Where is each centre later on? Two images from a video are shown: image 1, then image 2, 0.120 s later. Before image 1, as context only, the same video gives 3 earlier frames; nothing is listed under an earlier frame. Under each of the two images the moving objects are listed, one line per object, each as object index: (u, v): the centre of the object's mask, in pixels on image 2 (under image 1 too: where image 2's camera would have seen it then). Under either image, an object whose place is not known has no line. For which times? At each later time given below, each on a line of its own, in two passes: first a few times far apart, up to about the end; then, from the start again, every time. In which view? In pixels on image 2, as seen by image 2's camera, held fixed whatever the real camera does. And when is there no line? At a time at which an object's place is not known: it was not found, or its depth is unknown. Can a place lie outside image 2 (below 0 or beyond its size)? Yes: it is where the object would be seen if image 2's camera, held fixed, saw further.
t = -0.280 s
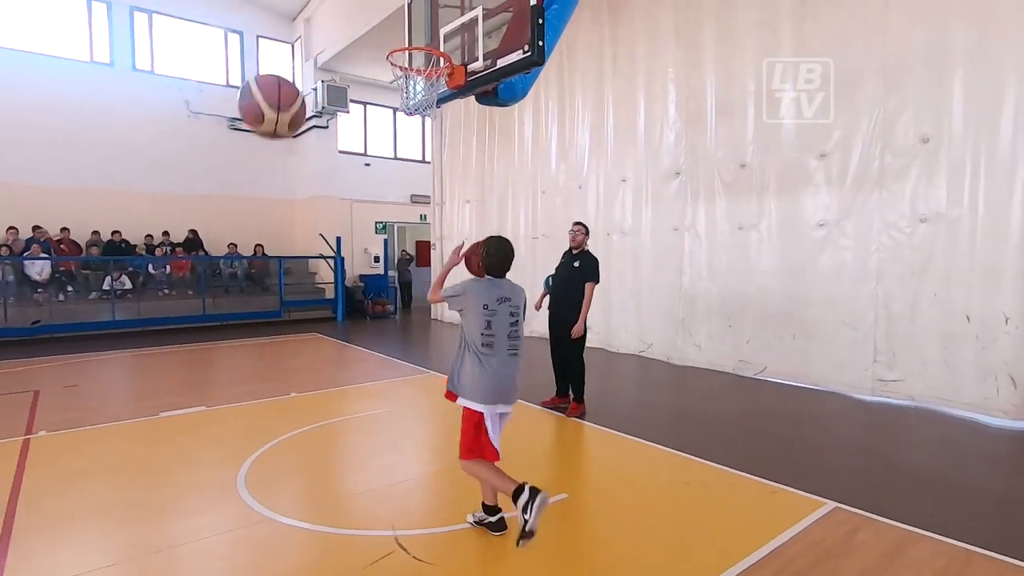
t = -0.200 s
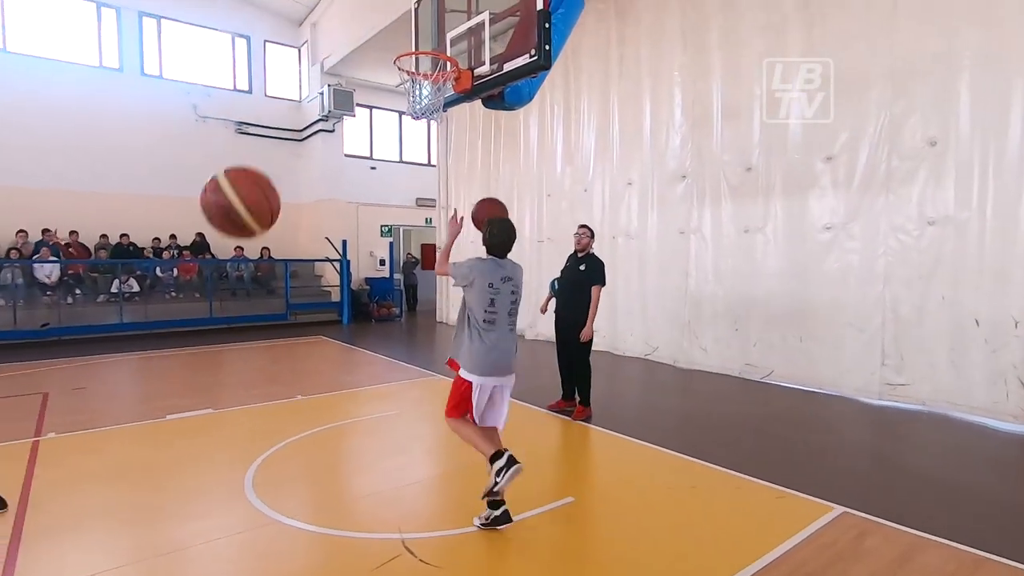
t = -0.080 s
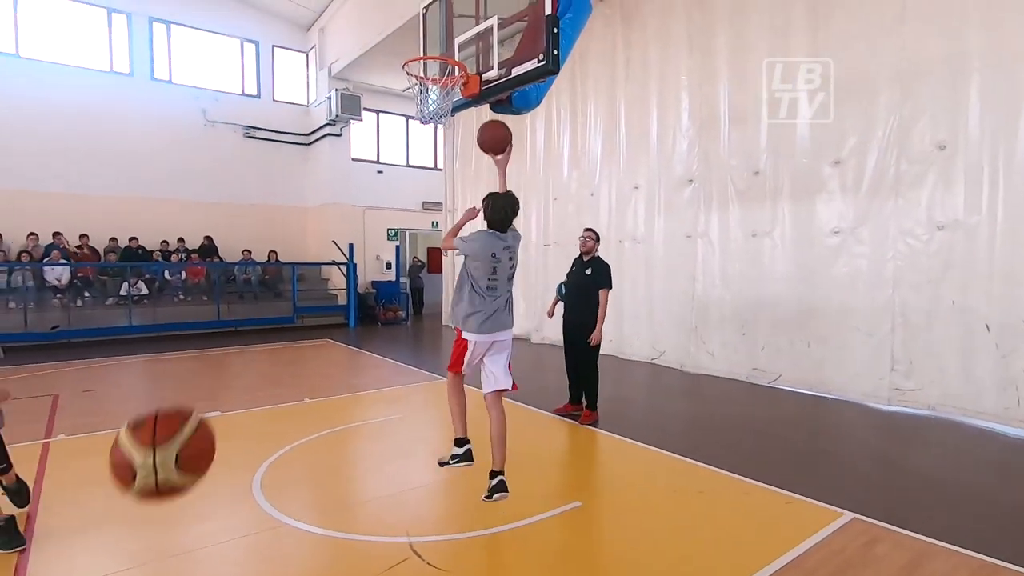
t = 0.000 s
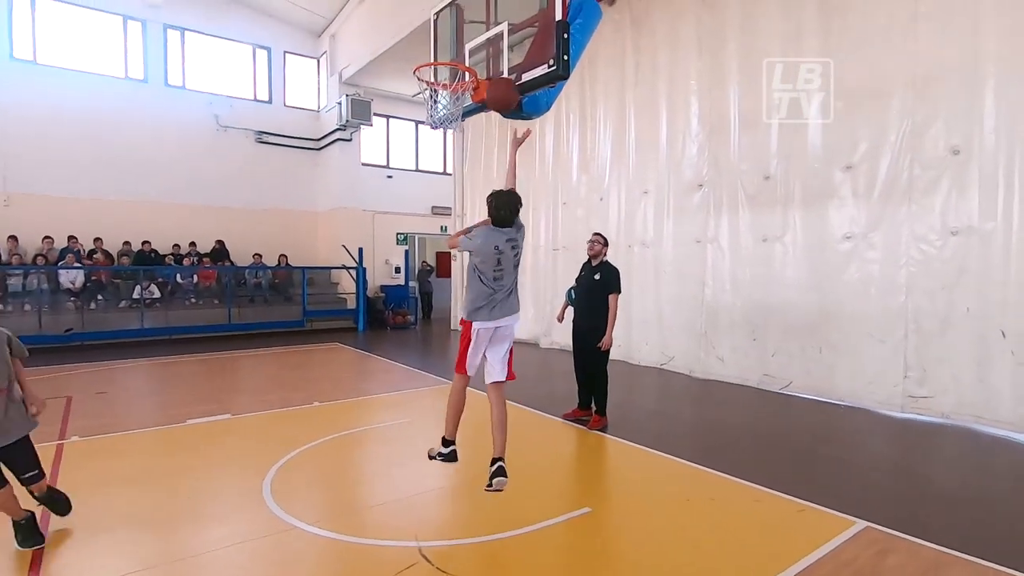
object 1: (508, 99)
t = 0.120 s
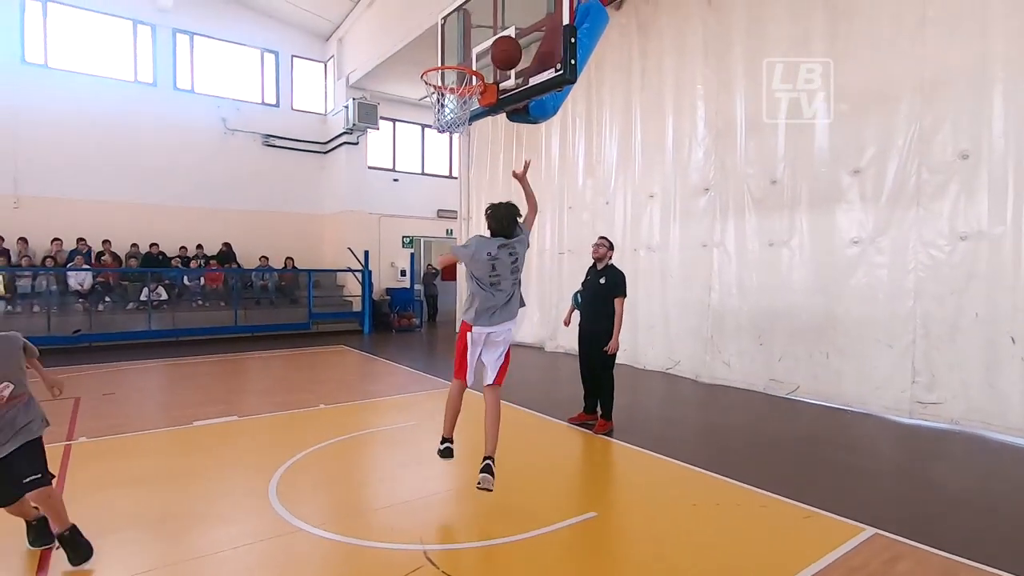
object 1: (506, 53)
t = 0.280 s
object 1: (494, 25)
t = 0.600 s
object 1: (445, 72)
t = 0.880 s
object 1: (453, 164)
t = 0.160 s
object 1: (505, 42)
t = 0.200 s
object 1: (504, 34)
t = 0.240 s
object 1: (500, 28)
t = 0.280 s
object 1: (494, 25)
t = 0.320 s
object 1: (489, 24)
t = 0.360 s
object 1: (482, 26)
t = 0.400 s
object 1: (476, 29)
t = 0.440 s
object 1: (470, 34)
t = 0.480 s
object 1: (463, 42)
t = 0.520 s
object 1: (458, 49)
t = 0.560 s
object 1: (451, 56)
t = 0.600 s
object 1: (445, 72)
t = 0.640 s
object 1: (442, 85)
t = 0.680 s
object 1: (442, 94)
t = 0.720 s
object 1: (444, 102)
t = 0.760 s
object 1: (446, 114)
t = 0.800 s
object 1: (449, 129)
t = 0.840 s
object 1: (451, 145)
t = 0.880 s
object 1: (453, 164)
